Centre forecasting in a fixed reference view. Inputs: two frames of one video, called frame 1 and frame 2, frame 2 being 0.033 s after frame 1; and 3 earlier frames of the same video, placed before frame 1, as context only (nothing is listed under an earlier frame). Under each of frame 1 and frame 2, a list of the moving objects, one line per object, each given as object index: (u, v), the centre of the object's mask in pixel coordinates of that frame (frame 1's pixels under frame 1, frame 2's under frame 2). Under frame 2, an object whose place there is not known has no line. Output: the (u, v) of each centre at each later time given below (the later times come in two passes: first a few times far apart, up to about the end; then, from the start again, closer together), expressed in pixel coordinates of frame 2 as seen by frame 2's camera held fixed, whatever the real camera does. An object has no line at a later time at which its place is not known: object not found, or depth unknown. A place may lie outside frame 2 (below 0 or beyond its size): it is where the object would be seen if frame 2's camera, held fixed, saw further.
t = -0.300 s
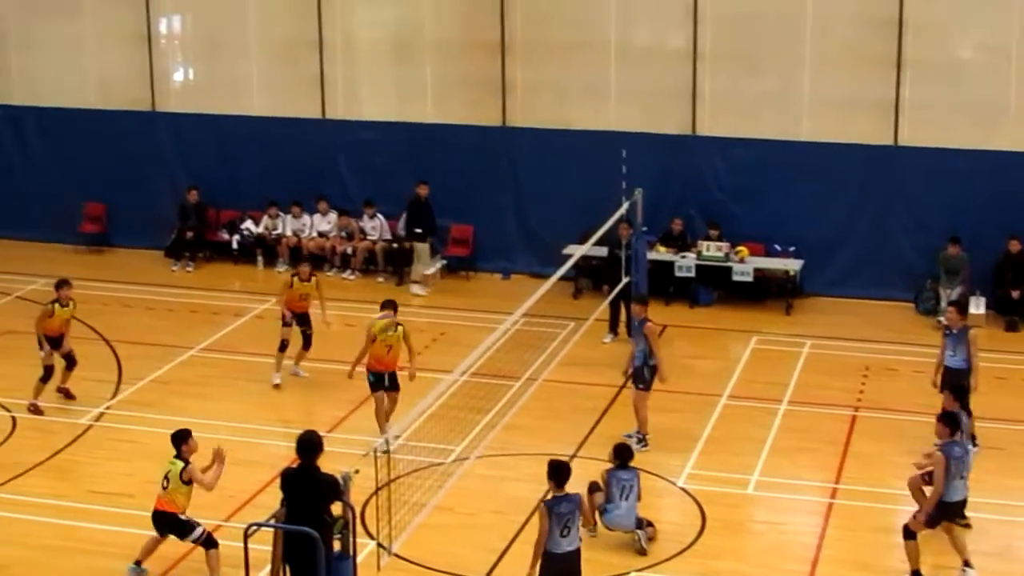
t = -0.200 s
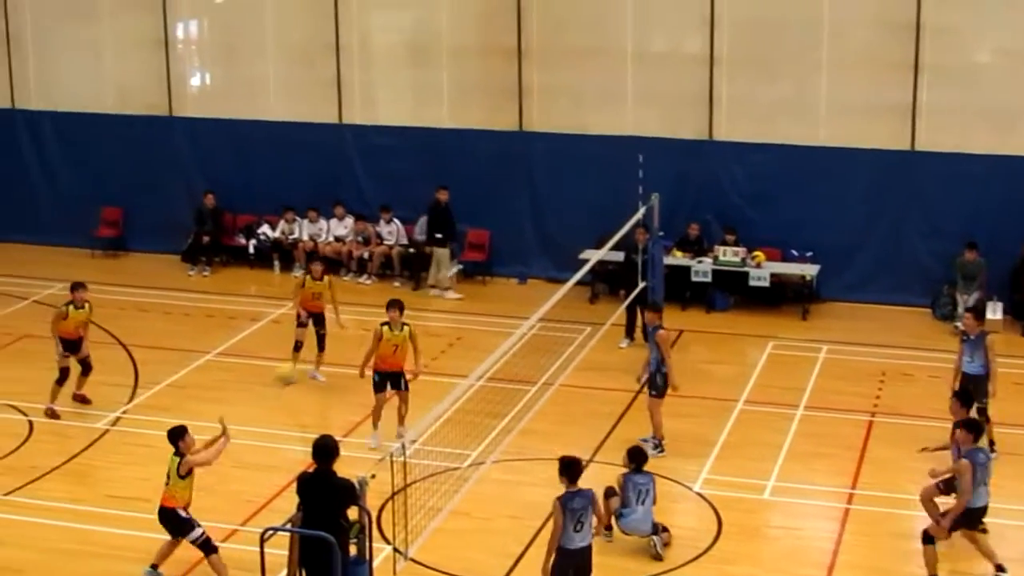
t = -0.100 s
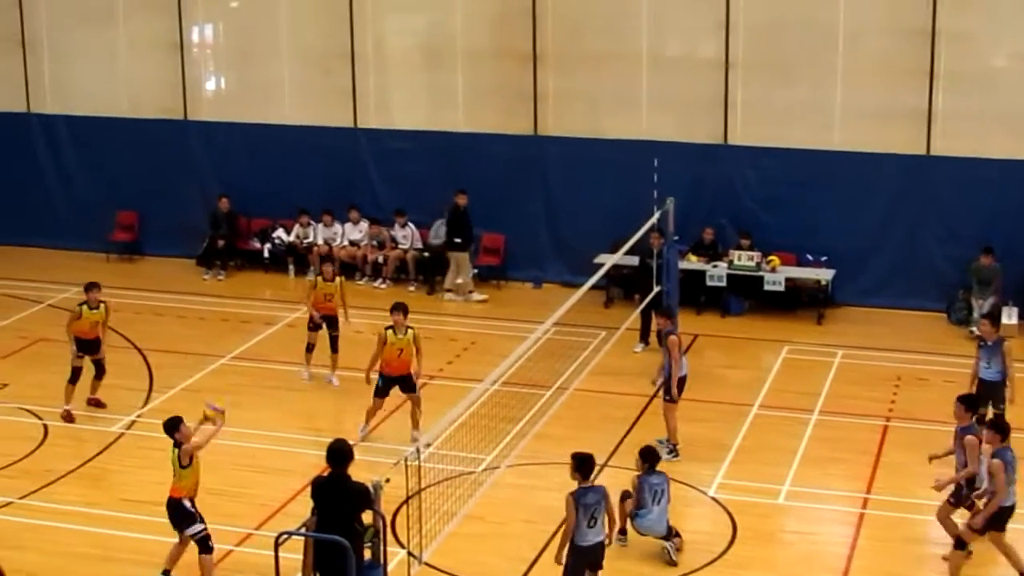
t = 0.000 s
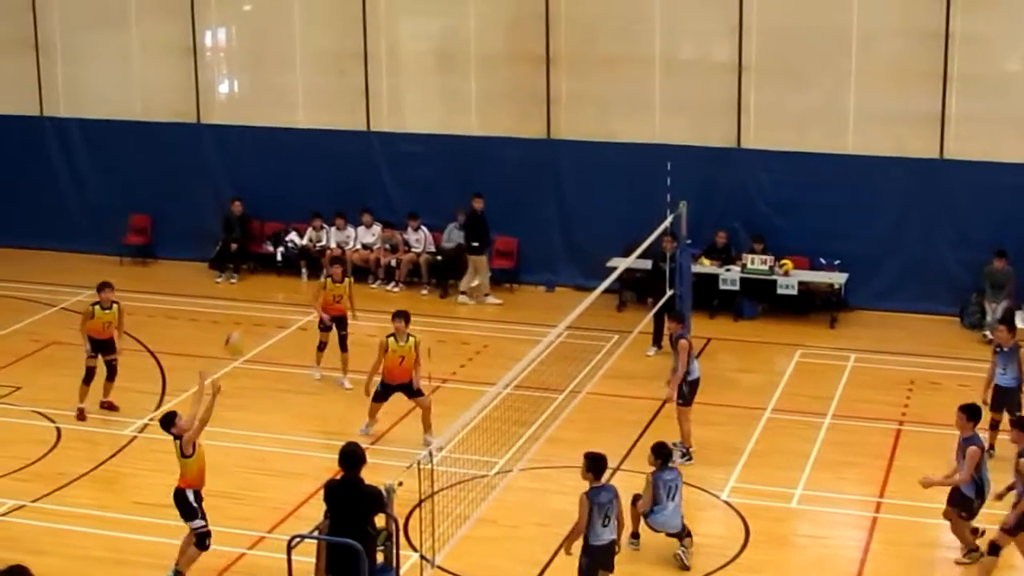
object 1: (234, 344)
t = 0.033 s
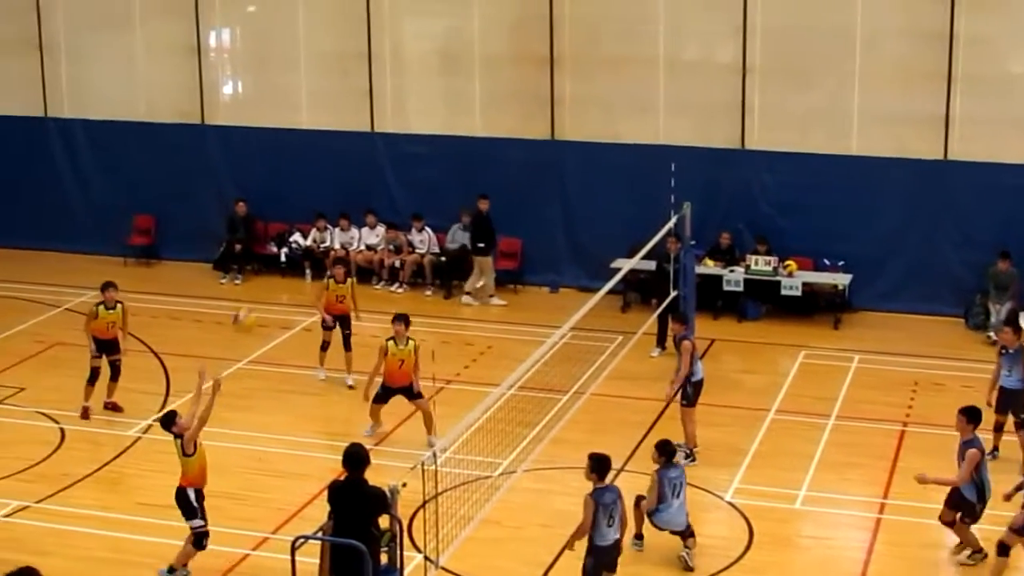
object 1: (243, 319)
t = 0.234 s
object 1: (268, 207)
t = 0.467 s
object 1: (298, 127)
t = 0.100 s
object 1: (253, 274)
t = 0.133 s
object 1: (256, 260)
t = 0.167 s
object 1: (260, 237)
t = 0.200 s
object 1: (264, 223)
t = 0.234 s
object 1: (268, 207)
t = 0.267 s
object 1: (273, 192)
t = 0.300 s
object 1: (277, 178)
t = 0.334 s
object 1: (281, 166)
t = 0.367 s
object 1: (286, 155)
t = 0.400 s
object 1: (290, 145)
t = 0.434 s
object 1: (295, 135)
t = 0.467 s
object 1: (298, 127)
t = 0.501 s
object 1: (302, 121)
